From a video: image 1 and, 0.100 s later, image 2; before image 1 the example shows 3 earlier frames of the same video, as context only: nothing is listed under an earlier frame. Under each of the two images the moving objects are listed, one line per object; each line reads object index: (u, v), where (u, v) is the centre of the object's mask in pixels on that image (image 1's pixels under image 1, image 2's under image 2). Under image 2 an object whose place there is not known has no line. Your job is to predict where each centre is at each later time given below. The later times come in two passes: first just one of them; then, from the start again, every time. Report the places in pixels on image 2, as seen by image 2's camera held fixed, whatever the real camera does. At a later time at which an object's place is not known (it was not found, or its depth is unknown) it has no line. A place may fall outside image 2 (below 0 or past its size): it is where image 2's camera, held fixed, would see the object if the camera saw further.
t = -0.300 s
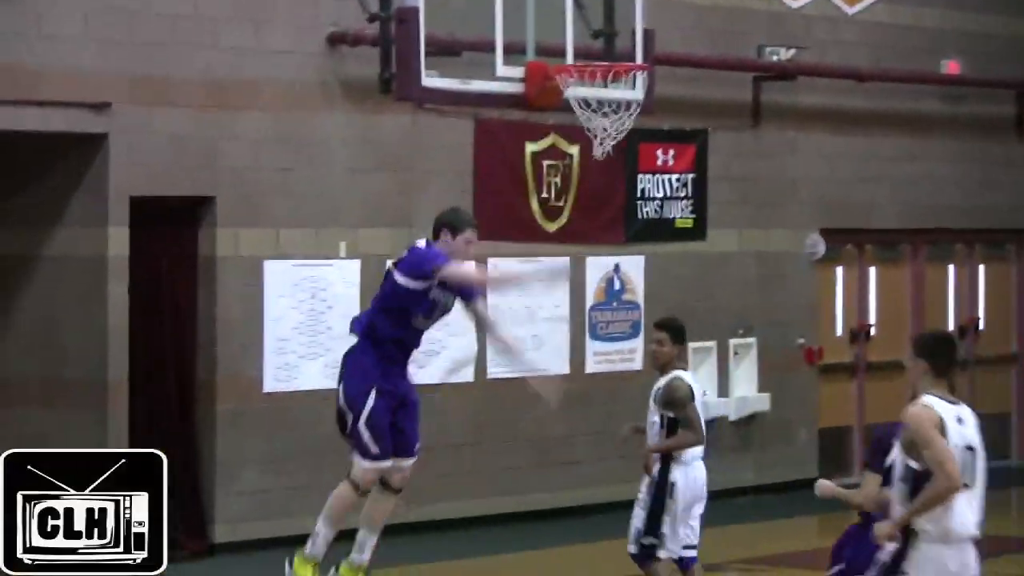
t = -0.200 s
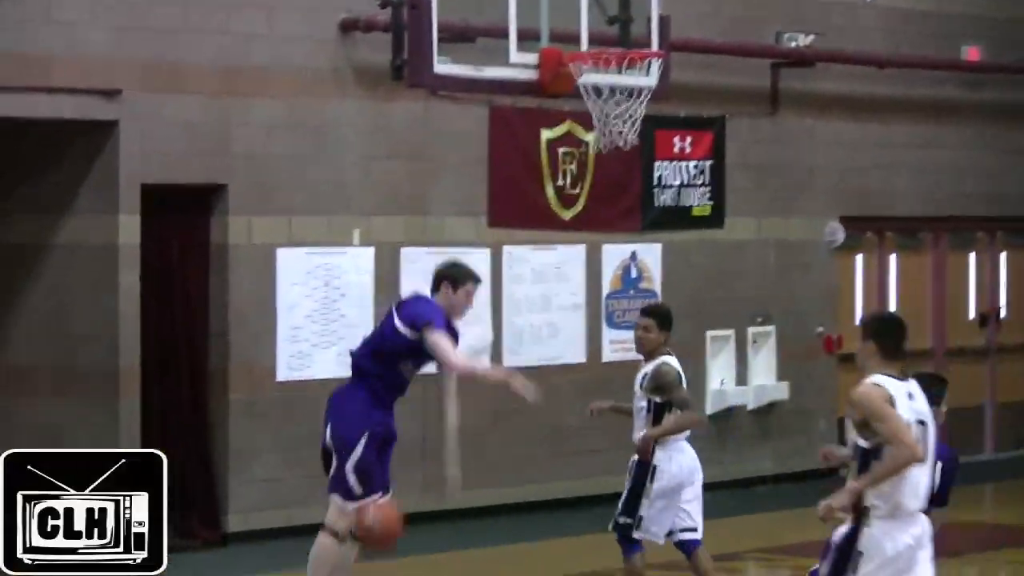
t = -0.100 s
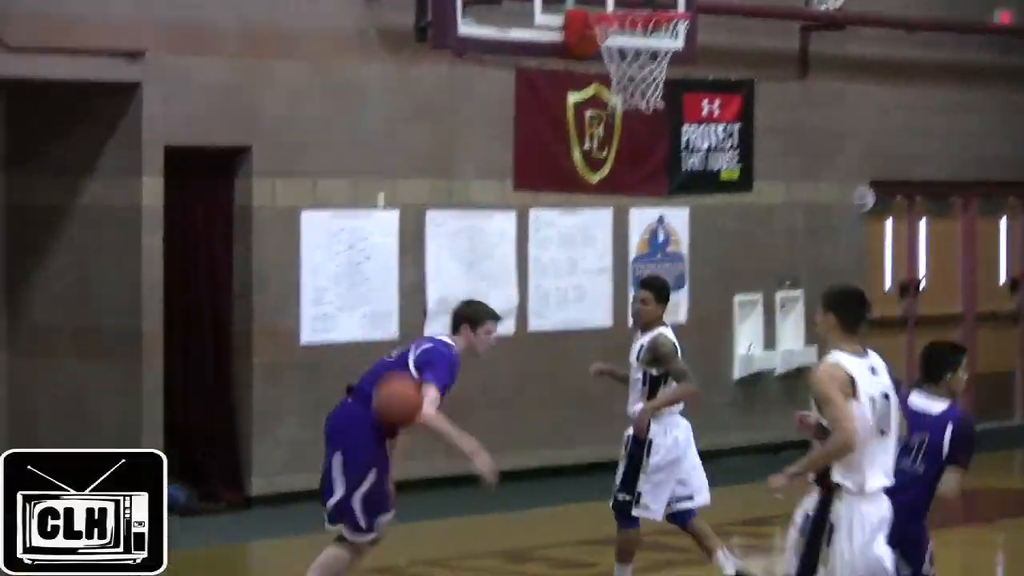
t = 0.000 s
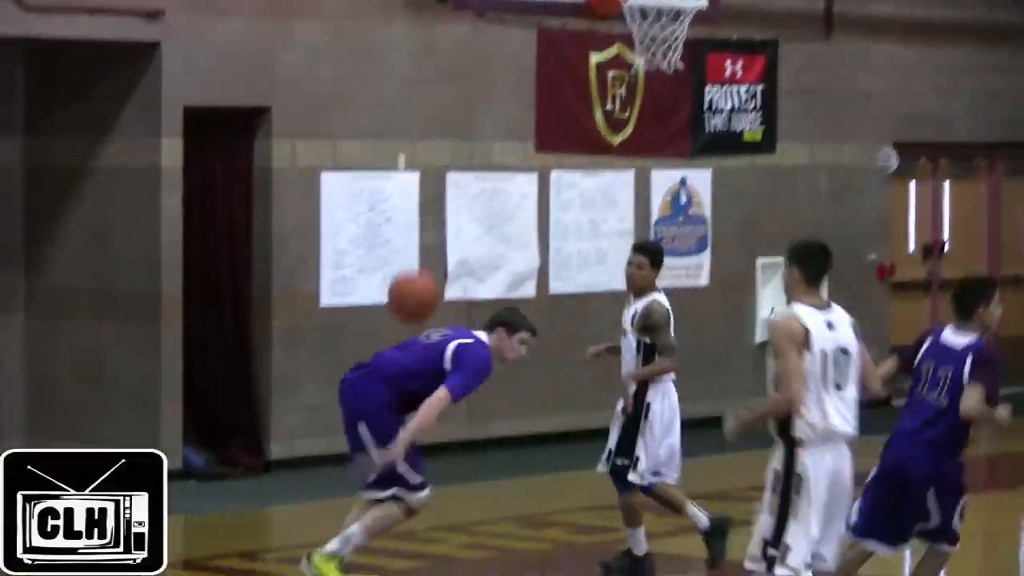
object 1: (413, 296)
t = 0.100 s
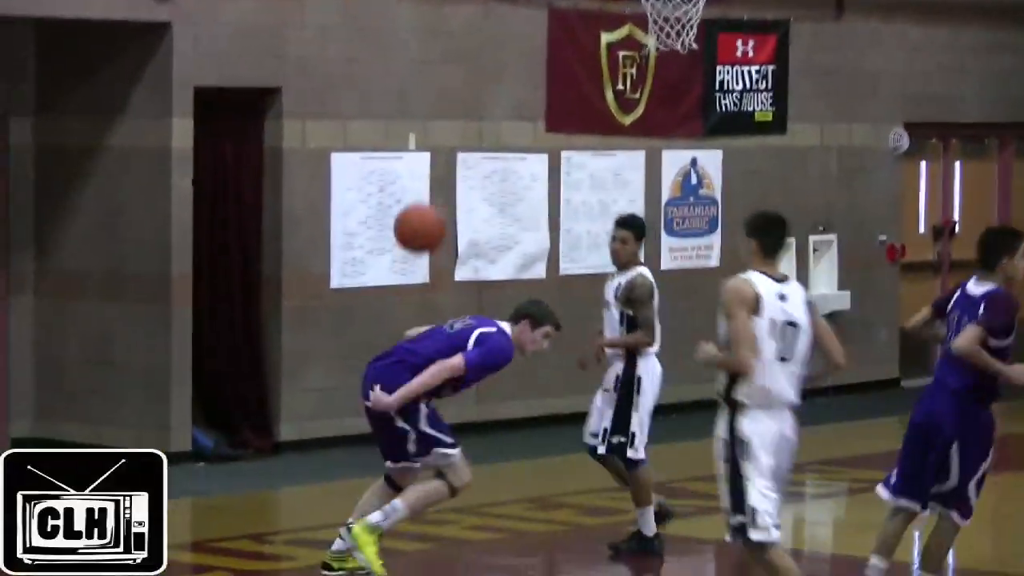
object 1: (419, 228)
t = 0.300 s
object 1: (411, 189)
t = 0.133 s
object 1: (418, 215)
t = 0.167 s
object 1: (416, 207)
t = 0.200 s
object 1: (415, 199)
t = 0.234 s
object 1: (413, 194)
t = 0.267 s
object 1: (412, 190)
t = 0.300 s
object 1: (411, 189)
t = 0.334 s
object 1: (410, 190)
